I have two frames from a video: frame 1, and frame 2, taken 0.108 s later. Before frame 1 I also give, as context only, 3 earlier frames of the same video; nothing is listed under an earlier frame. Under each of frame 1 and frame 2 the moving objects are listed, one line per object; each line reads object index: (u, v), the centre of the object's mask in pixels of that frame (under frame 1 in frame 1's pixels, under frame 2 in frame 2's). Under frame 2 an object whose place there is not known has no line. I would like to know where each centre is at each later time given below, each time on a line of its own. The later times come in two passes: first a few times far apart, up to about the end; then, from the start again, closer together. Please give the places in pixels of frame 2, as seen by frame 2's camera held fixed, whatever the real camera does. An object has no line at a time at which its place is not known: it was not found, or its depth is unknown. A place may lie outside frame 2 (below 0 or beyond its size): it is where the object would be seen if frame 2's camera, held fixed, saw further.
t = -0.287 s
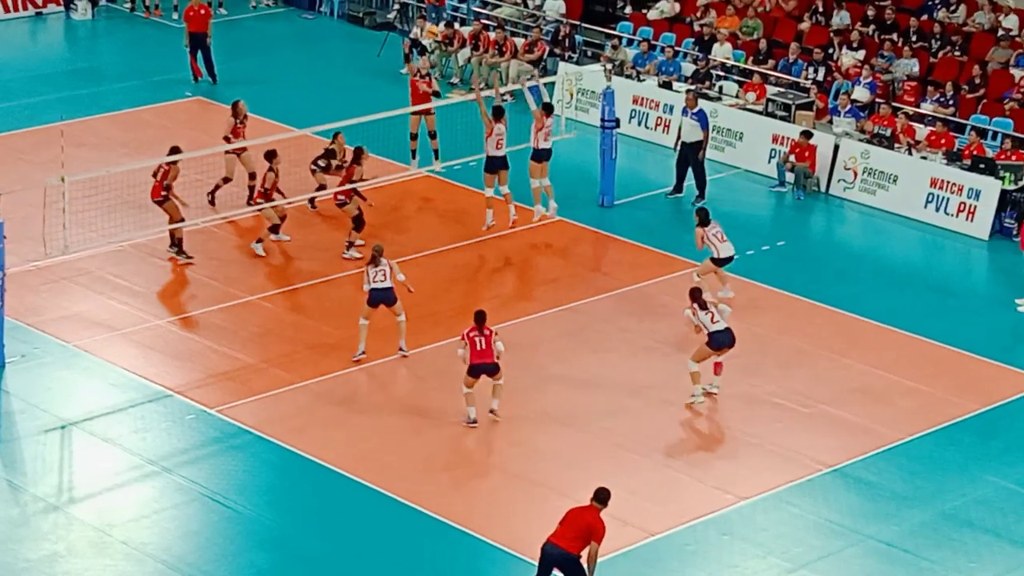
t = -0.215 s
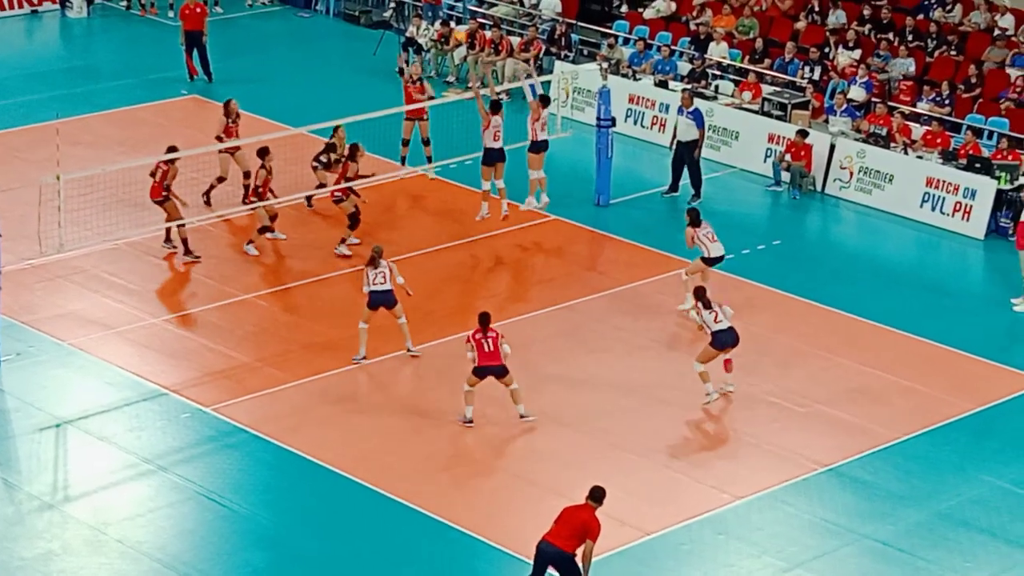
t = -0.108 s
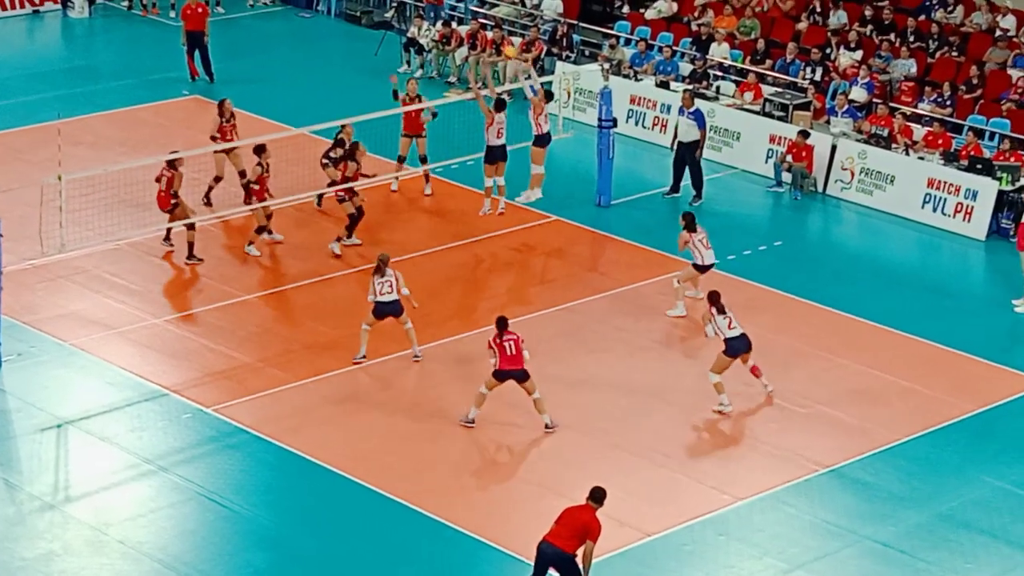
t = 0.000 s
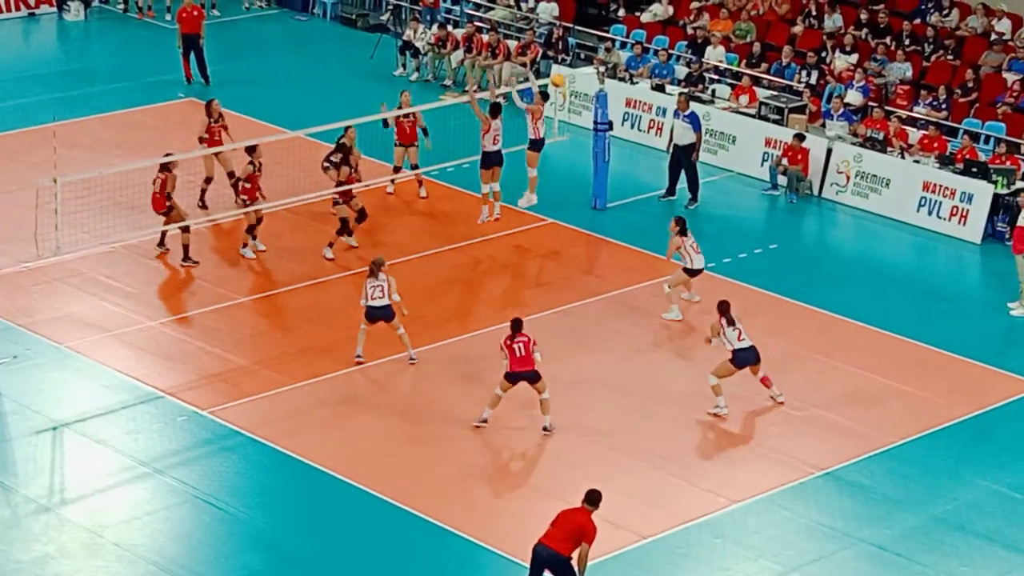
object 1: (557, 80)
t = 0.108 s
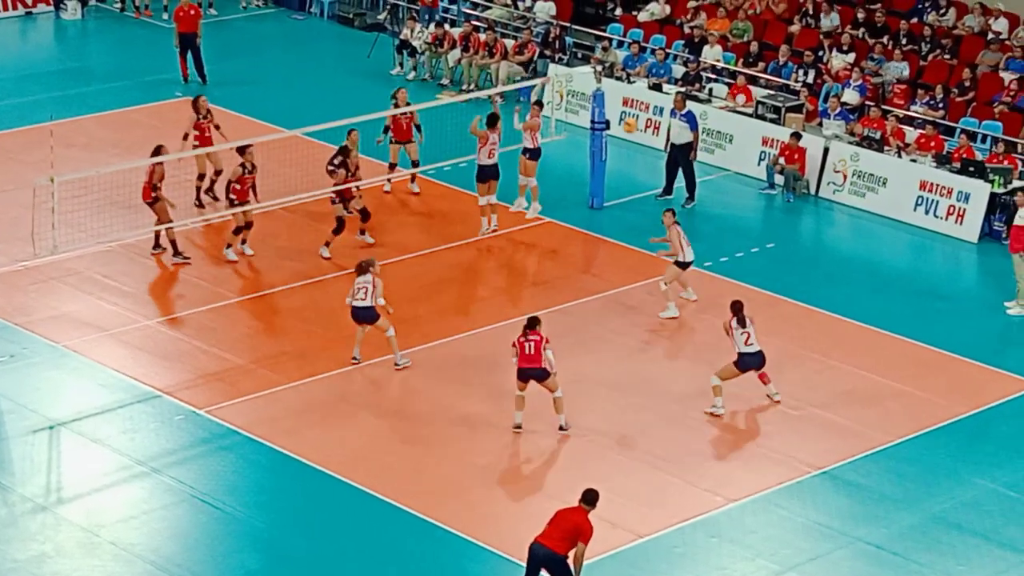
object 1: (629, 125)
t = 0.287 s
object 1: (729, 206)
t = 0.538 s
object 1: (878, 366)
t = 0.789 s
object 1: (1017, 419)
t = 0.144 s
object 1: (649, 140)
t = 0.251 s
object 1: (709, 188)
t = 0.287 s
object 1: (729, 206)
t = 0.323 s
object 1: (750, 226)
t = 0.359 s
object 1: (771, 246)
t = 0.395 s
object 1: (792, 268)
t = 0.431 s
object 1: (813, 290)
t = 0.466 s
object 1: (835, 313)
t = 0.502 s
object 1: (857, 339)
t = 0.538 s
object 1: (878, 366)
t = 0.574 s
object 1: (900, 393)
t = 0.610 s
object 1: (921, 419)
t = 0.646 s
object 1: (943, 449)
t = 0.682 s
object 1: (961, 442)
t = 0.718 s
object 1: (979, 433)
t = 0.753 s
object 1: (998, 426)
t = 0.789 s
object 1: (1017, 419)
